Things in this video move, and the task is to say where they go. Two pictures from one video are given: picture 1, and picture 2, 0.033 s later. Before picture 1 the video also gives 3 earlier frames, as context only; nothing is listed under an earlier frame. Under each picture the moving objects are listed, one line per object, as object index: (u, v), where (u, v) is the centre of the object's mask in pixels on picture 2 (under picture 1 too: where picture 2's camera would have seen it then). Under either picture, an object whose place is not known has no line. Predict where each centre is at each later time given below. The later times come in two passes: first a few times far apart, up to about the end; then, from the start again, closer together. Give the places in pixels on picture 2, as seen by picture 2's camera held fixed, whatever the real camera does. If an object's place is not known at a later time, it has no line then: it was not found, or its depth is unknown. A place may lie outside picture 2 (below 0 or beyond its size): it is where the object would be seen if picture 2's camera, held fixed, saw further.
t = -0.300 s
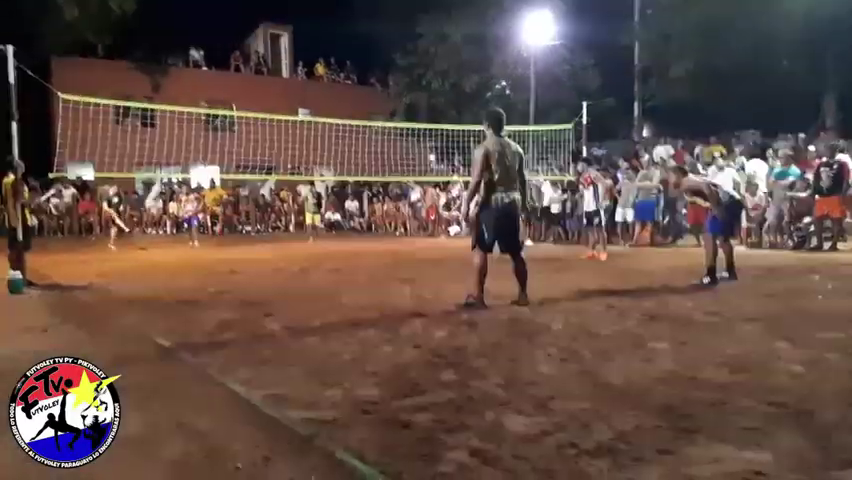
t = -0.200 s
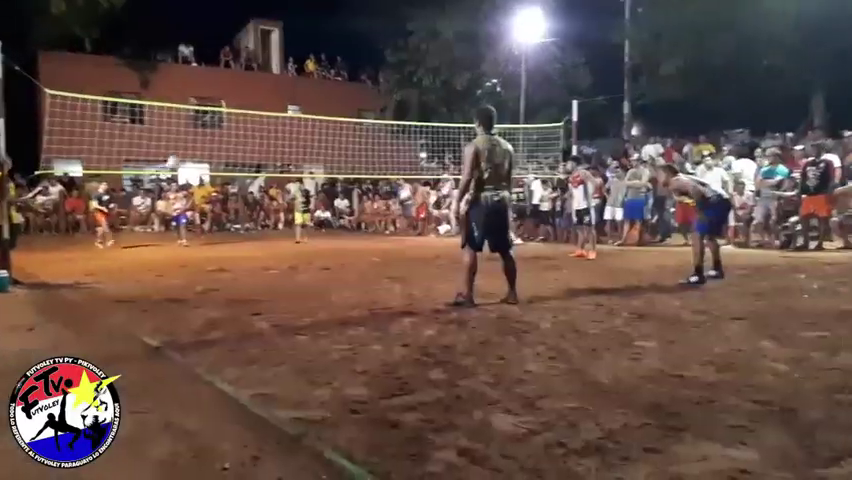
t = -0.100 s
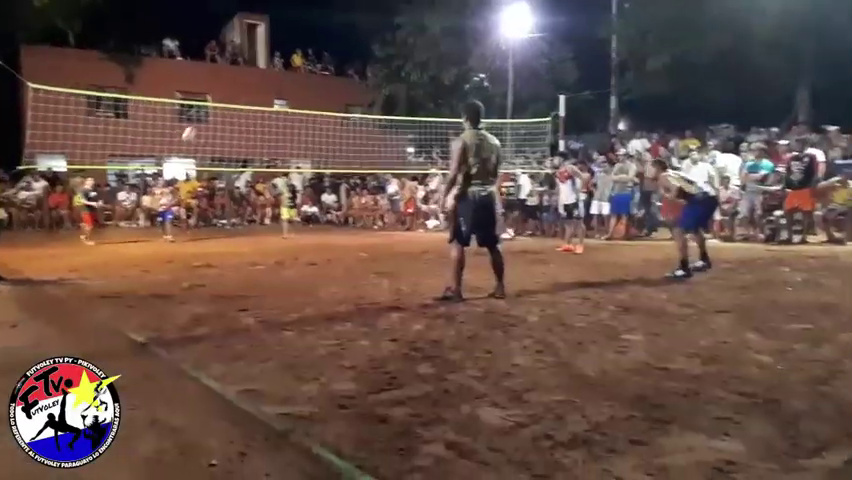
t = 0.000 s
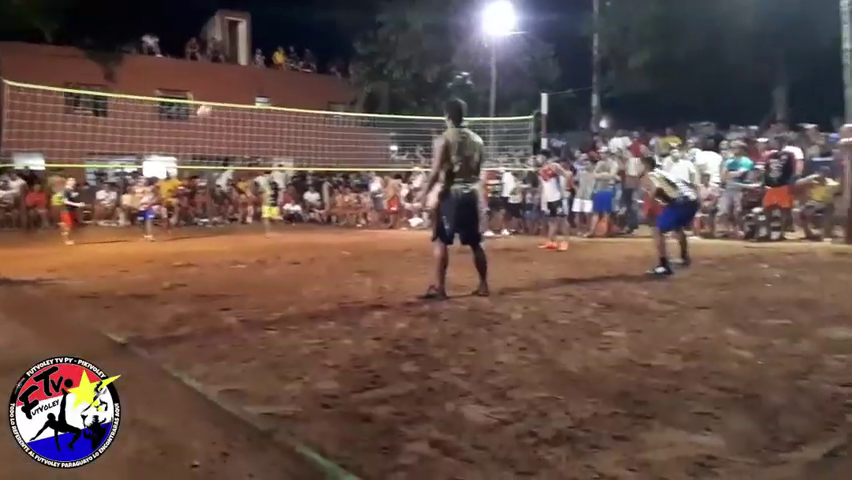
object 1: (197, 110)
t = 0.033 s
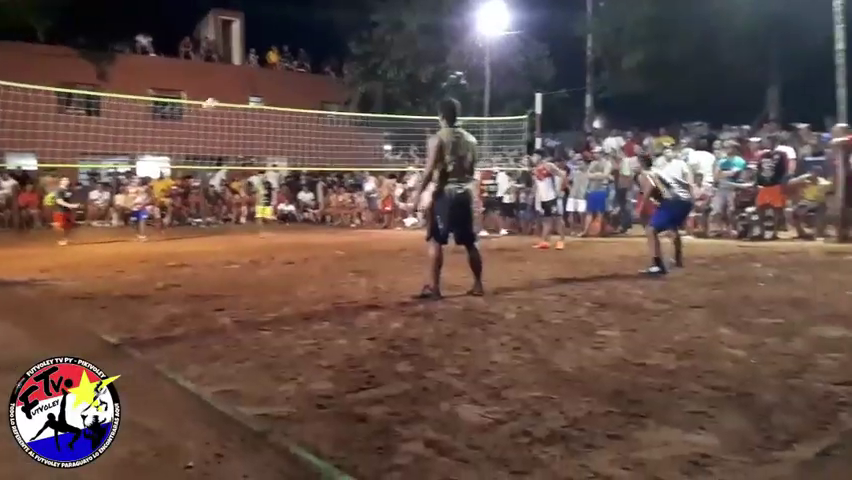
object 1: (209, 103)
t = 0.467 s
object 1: (404, 69)
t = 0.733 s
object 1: (561, 101)
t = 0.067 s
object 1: (223, 97)
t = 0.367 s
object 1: (354, 69)
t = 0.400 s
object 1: (371, 68)
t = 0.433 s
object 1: (387, 68)
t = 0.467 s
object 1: (404, 69)
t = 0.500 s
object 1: (423, 71)
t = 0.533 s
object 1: (440, 72)
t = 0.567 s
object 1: (460, 74)
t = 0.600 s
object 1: (479, 79)
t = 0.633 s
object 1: (499, 83)
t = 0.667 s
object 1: (519, 88)
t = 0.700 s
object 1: (541, 94)
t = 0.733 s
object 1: (561, 101)
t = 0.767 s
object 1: (583, 109)
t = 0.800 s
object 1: (606, 119)
